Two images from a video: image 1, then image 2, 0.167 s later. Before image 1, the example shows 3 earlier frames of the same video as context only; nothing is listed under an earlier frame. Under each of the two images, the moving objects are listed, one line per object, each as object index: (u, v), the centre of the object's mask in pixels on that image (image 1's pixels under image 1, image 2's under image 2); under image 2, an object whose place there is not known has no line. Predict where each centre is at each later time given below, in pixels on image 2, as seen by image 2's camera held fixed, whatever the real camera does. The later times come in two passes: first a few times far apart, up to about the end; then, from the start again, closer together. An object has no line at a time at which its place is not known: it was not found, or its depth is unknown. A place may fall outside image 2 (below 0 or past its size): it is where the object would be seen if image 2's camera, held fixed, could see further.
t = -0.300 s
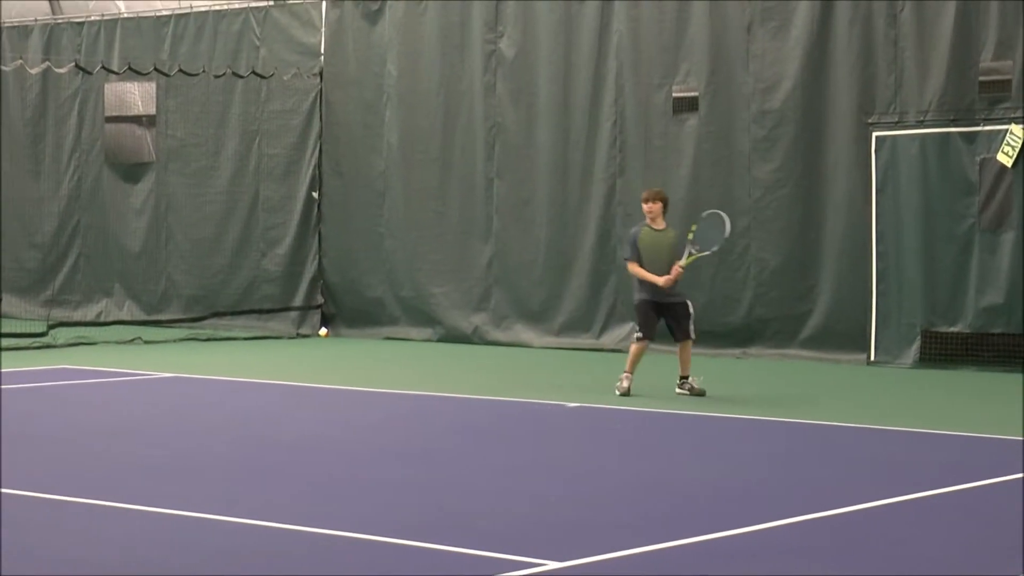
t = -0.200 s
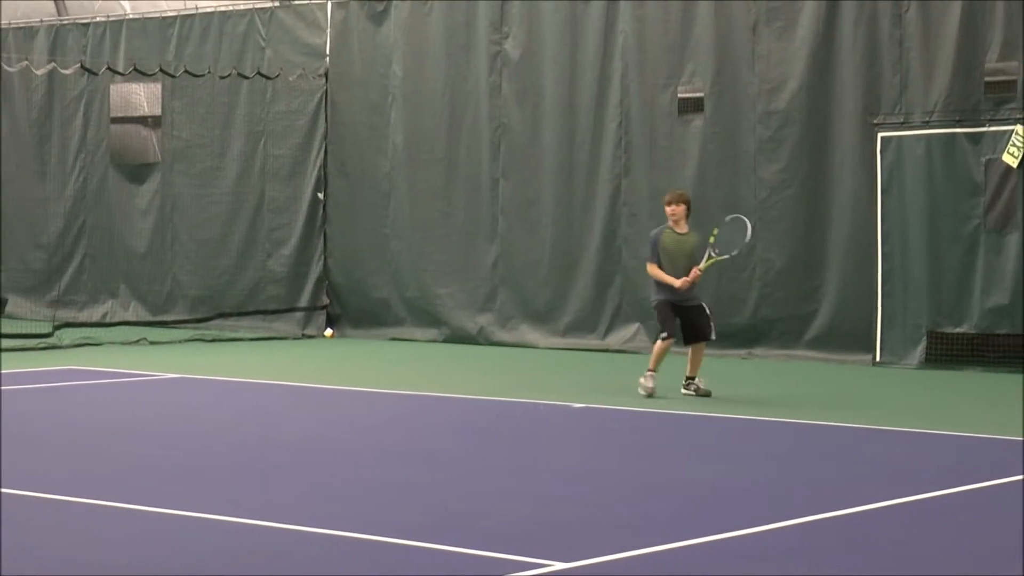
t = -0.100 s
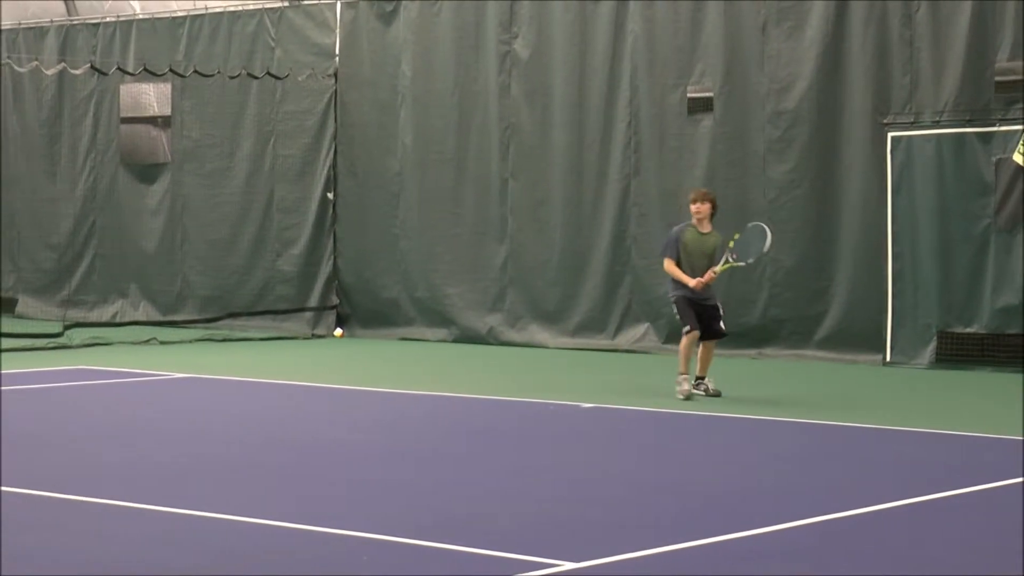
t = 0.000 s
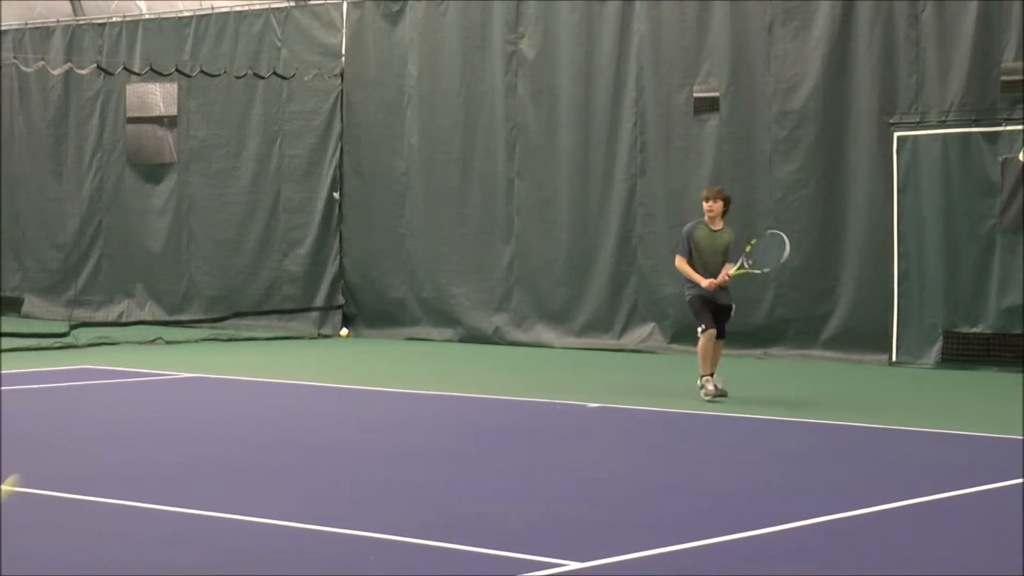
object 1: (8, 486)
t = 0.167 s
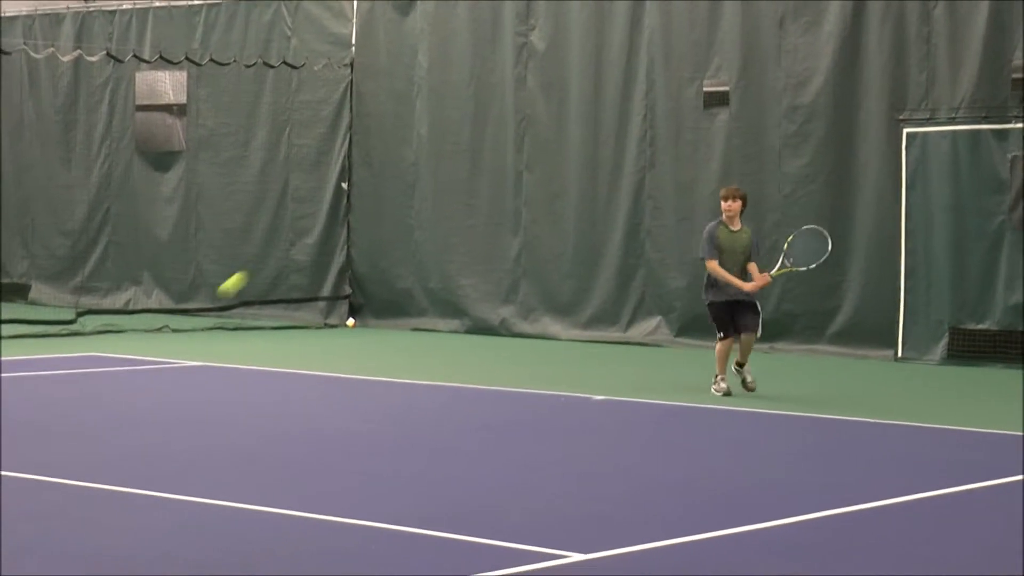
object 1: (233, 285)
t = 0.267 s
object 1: (346, 214)
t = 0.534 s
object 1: (594, 152)
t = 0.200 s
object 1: (272, 257)
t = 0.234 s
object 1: (310, 234)
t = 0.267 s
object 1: (346, 214)
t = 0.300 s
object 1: (381, 197)
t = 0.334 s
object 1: (415, 182)
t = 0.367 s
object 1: (448, 171)
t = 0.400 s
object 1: (478, 163)
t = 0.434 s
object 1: (509, 157)
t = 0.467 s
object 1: (538, 153)
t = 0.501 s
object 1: (567, 151)
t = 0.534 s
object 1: (594, 152)
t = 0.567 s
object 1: (621, 155)
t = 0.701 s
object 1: (718, 186)
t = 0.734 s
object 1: (740, 199)
